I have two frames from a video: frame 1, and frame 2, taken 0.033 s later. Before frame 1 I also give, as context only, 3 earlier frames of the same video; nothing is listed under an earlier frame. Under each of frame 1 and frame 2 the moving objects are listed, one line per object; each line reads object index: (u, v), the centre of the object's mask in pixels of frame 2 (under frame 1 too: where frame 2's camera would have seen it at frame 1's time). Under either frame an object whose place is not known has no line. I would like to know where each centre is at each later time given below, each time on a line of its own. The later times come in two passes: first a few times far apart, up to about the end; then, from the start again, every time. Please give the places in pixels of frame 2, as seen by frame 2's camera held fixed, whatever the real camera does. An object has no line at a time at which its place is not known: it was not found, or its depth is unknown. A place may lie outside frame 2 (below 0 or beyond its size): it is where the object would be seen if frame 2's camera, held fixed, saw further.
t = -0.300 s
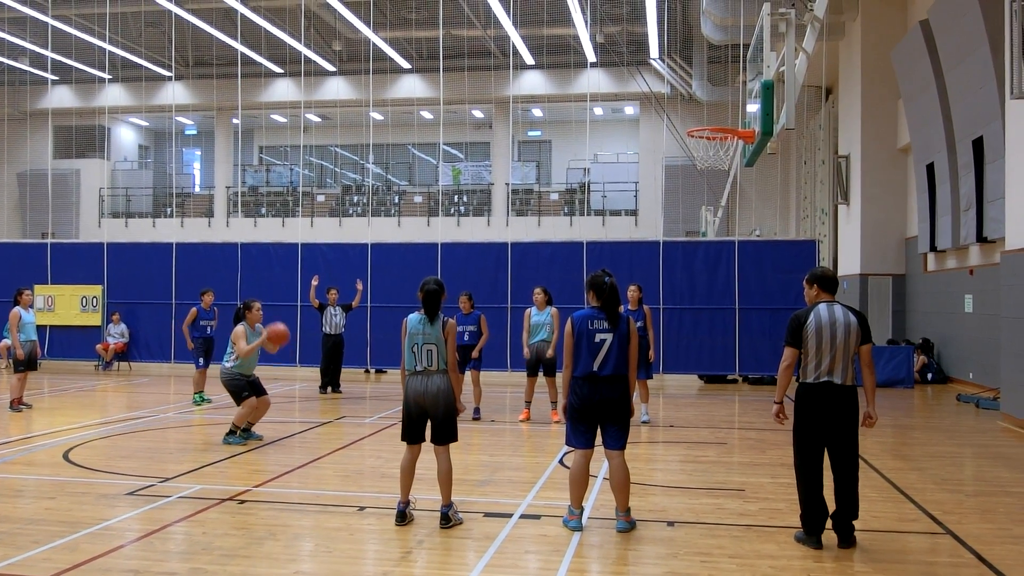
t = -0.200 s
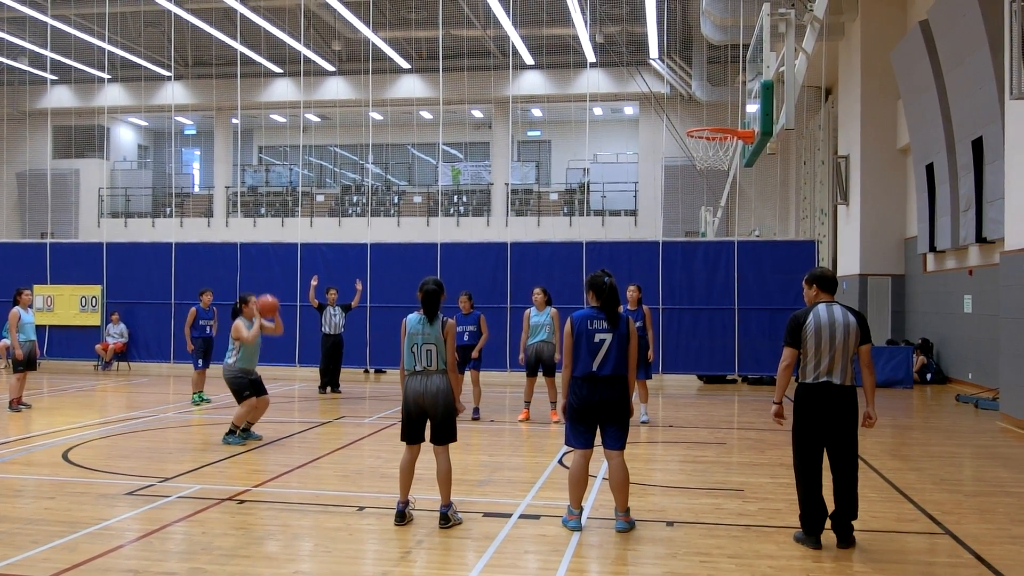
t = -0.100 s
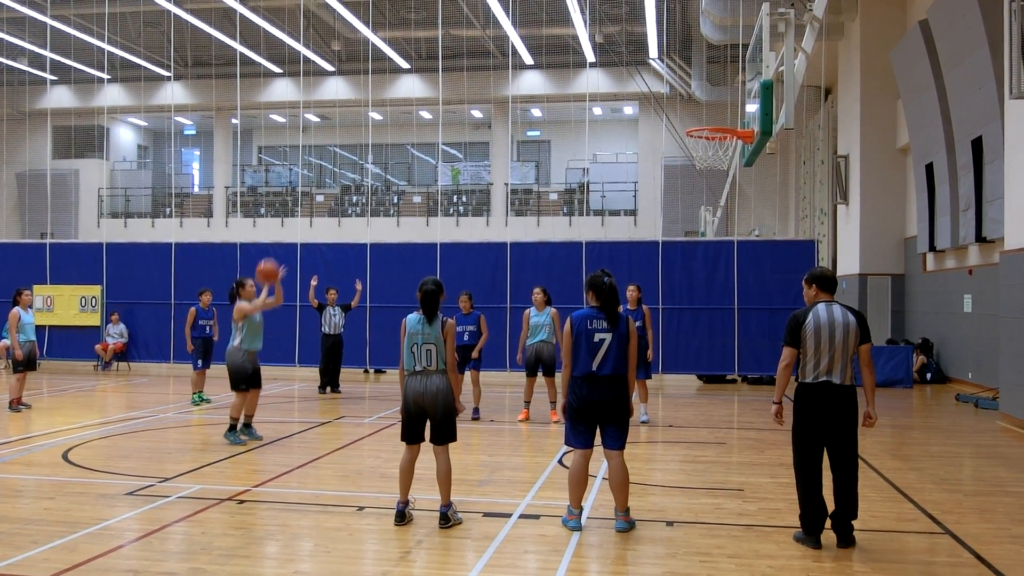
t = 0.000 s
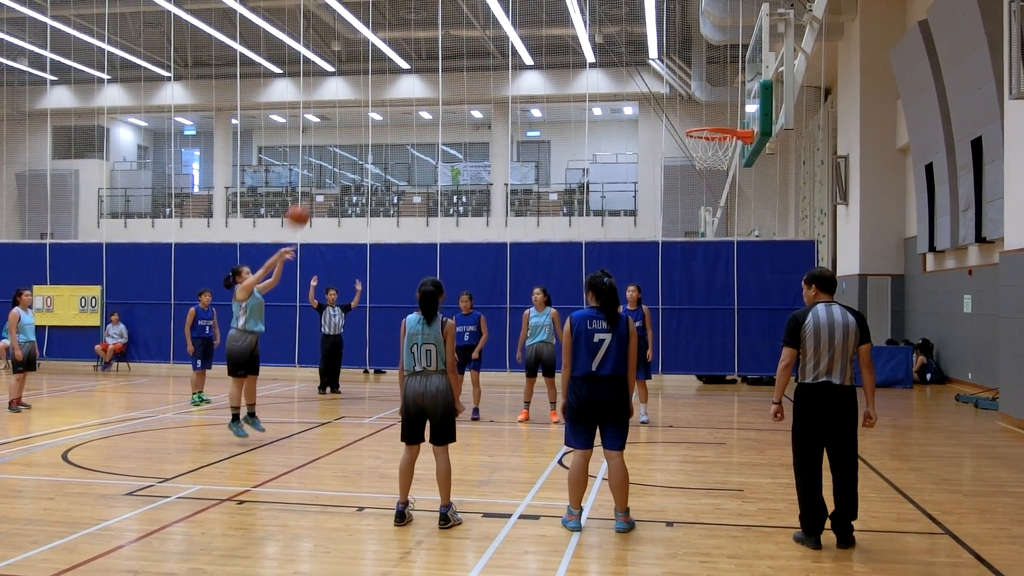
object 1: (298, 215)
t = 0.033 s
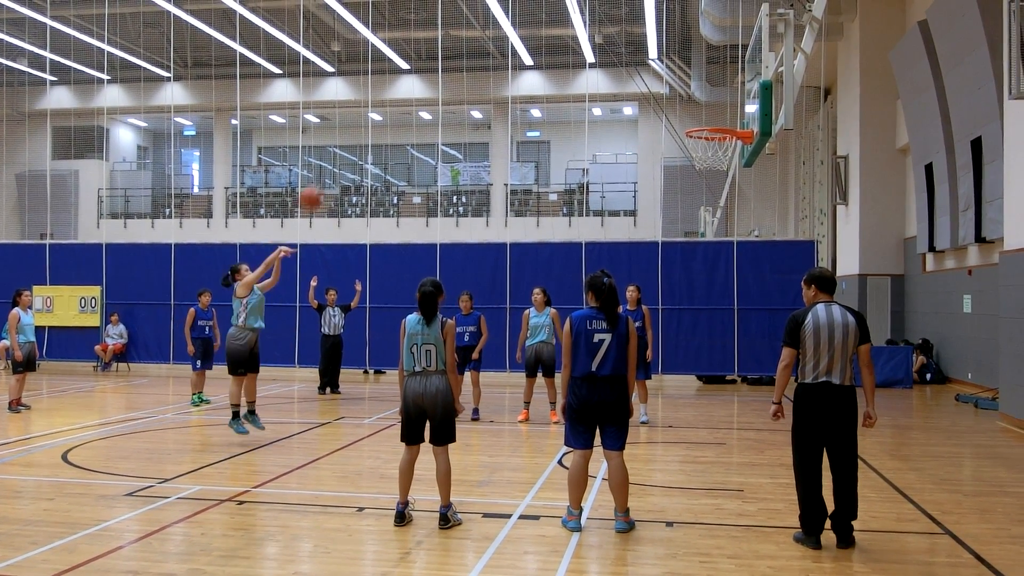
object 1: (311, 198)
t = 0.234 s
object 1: (390, 108)
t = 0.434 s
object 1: (470, 52)
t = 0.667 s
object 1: (564, 37)
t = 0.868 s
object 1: (647, 67)
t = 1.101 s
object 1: (701, 144)
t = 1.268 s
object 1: (692, 152)
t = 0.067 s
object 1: (324, 180)
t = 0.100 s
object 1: (338, 163)
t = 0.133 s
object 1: (351, 146)
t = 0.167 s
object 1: (364, 133)
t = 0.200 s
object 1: (378, 120)
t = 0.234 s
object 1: (390, 108)
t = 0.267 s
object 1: (403, 96)
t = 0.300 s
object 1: (418, 84)
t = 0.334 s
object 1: (431, 75)
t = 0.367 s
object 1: (444, 66)
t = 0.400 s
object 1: (456, 59)
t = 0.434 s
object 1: (470, 52)
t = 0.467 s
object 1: (483, 47)
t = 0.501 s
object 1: (496, 43)
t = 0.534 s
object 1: (509, 40)
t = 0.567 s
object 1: (526, 37)
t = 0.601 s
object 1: (537, 36)
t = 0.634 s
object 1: (551, 36)
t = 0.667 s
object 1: (564, 37)
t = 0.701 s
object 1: (578, 40)
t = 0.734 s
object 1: (595, 43)
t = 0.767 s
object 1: (605, 46)
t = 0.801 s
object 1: (620, 52)
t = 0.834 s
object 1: (634, 59)
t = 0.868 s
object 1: (647, 67)
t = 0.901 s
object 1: (662, 76)
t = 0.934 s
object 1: (676, 86)
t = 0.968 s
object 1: (691, 98)
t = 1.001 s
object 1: (704, 110)
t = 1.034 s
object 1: (719, 119)
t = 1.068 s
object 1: (717, 136)
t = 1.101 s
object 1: (701, 144)
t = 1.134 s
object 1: (689, 150)
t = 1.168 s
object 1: (685, 148)
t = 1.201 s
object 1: (686, 149)
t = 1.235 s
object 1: (689, 149)
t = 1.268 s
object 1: (692, 152)
